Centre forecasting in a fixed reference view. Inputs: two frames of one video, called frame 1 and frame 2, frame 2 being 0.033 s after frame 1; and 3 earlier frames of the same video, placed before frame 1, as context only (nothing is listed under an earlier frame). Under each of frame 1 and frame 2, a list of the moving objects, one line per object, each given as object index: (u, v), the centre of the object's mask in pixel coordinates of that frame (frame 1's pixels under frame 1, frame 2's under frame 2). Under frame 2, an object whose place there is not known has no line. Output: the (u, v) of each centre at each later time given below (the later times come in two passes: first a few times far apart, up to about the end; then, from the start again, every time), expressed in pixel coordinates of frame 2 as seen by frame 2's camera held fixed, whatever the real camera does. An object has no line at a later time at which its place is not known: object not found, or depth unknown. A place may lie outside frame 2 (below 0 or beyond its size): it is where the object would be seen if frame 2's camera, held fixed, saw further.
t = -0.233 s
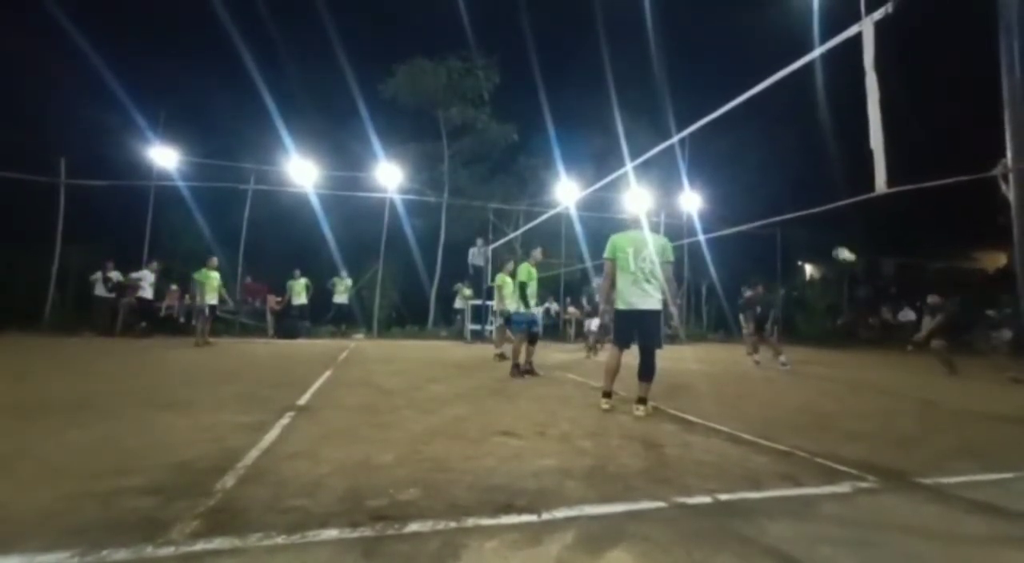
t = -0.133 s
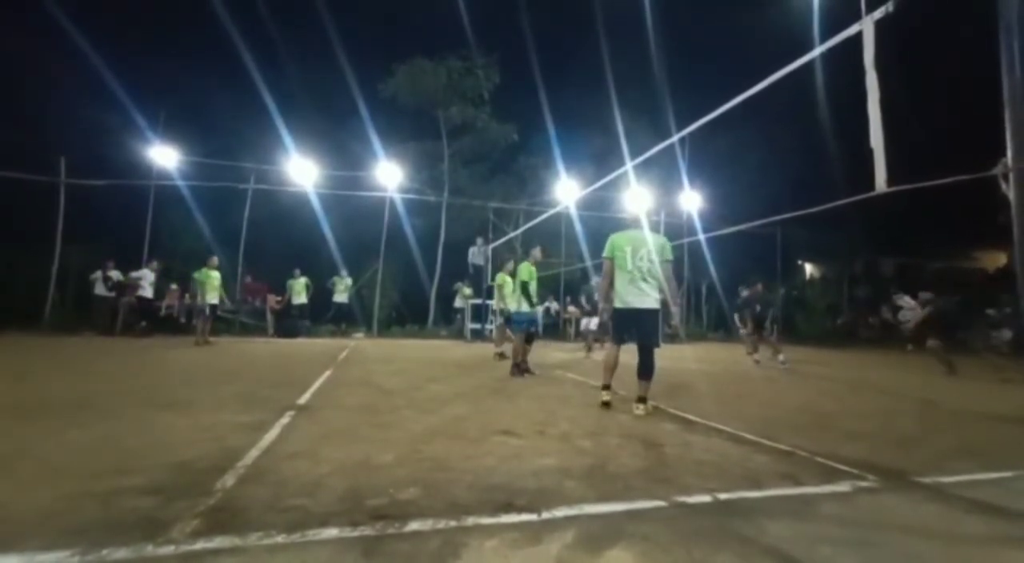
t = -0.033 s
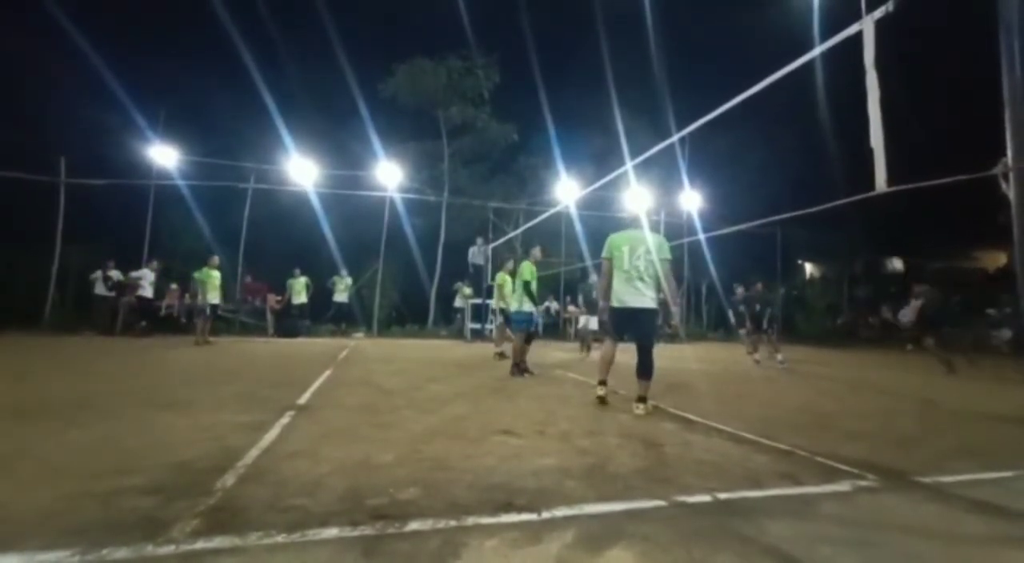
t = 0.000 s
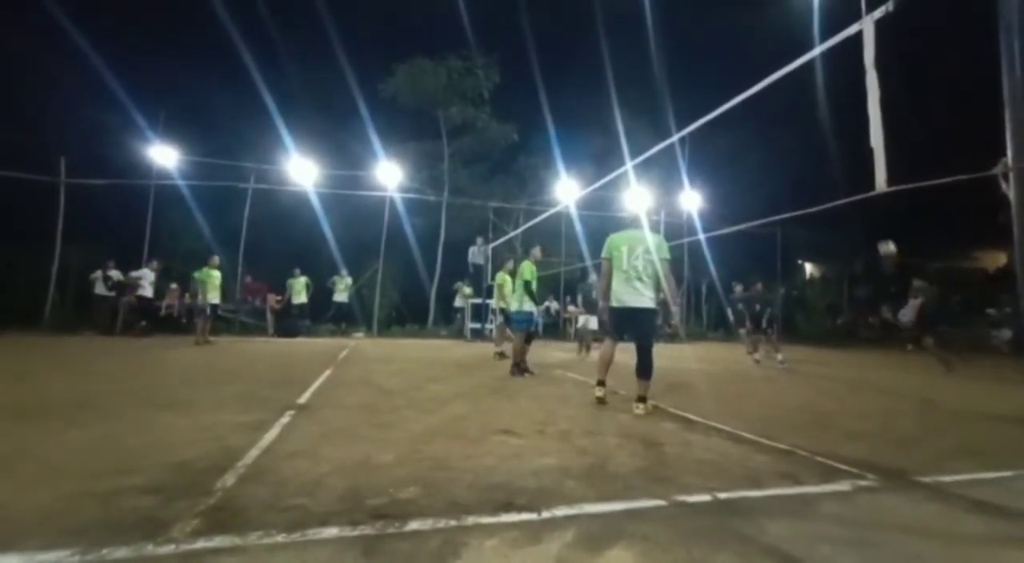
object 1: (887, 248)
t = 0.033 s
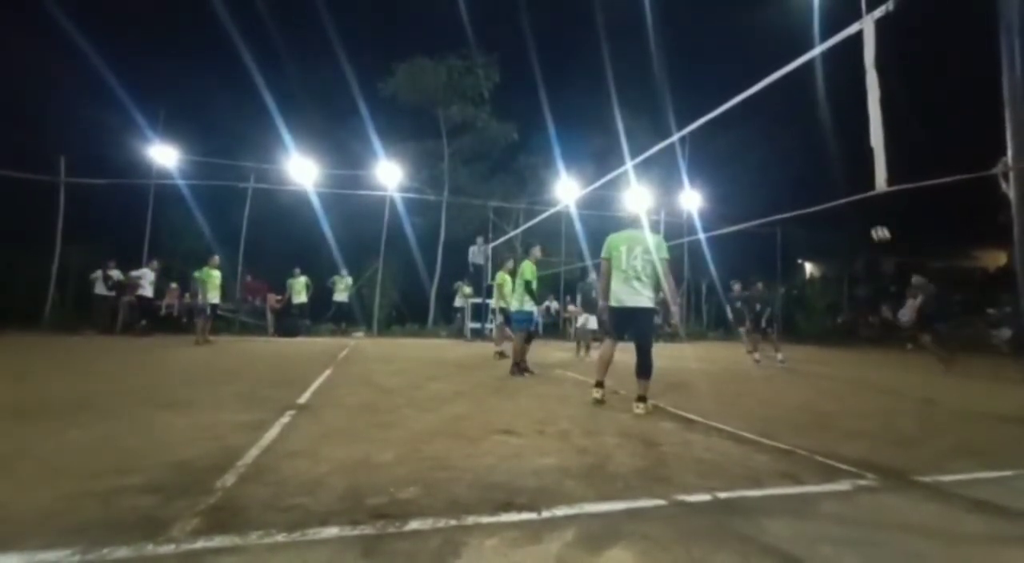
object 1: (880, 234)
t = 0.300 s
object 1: (828, 141)
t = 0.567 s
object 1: (783, 91)
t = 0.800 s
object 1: (746, 79)
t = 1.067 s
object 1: (706, 101)
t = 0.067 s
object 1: (874, 220)
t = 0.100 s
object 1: (866, 206)
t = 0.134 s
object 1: (860, 193)
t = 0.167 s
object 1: (854, 181)
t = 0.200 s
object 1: (847, 170)
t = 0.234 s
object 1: (841, 159)
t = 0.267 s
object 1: (835, 151)
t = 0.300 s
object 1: (828, 141)
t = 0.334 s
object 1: (822, 133)
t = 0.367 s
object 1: (817, 125)
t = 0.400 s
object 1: (810, 117)
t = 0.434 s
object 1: (805, 111)
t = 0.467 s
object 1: (799, 105)
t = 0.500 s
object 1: (794, 100)
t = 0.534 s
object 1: (789, 96)
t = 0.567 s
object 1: (783, 91)
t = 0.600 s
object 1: (777, 88)
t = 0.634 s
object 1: (772, 86)
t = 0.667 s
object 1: (767, 84)
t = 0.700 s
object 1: (760, 78)
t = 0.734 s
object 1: (756, 80)
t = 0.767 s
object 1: (751, 79)
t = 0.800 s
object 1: (746, 79)
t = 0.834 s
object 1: (741, 80)
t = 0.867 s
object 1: (736, 81)
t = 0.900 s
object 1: (731, 84)
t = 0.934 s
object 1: (726, 86)
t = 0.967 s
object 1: (721, 89)
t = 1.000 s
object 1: (716, 93)
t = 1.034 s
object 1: (711, 97)
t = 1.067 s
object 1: (706, 101)
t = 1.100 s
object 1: (700, 107)
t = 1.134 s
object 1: (696, 112)
